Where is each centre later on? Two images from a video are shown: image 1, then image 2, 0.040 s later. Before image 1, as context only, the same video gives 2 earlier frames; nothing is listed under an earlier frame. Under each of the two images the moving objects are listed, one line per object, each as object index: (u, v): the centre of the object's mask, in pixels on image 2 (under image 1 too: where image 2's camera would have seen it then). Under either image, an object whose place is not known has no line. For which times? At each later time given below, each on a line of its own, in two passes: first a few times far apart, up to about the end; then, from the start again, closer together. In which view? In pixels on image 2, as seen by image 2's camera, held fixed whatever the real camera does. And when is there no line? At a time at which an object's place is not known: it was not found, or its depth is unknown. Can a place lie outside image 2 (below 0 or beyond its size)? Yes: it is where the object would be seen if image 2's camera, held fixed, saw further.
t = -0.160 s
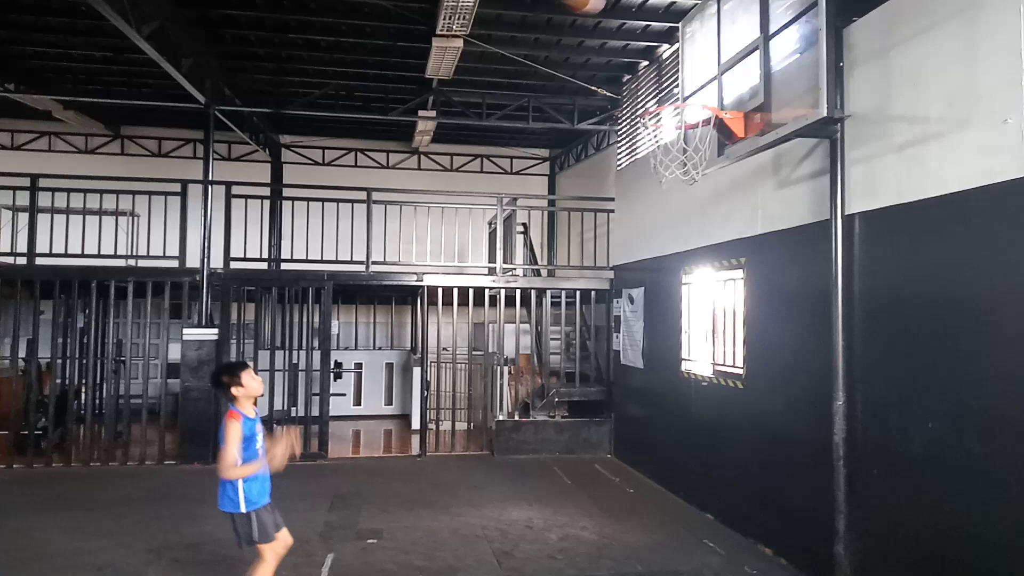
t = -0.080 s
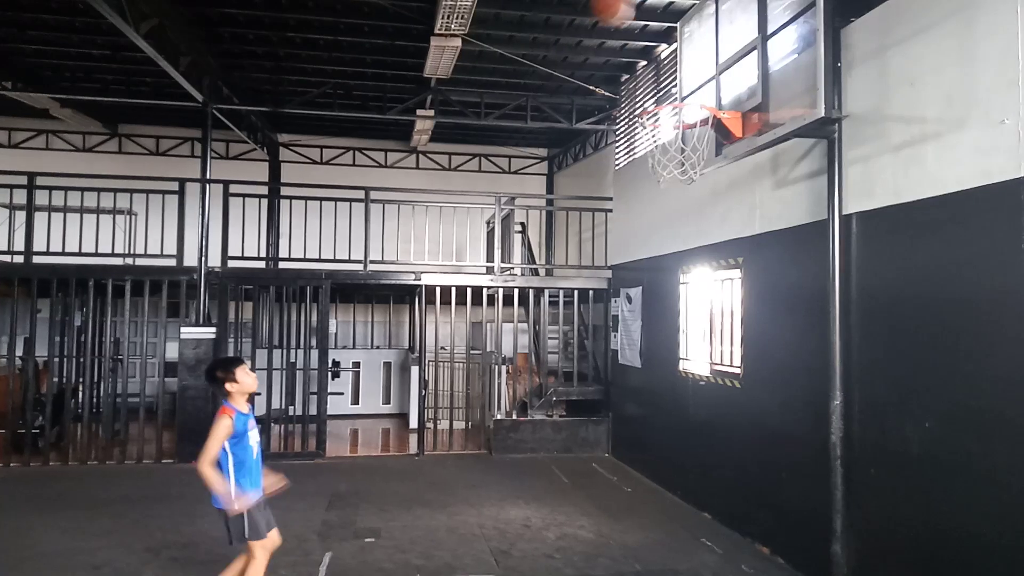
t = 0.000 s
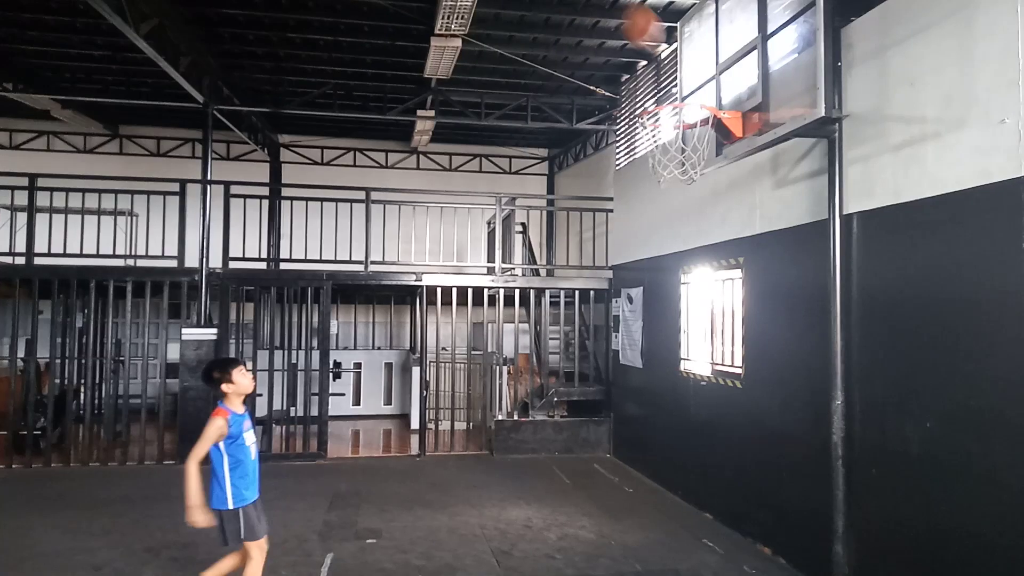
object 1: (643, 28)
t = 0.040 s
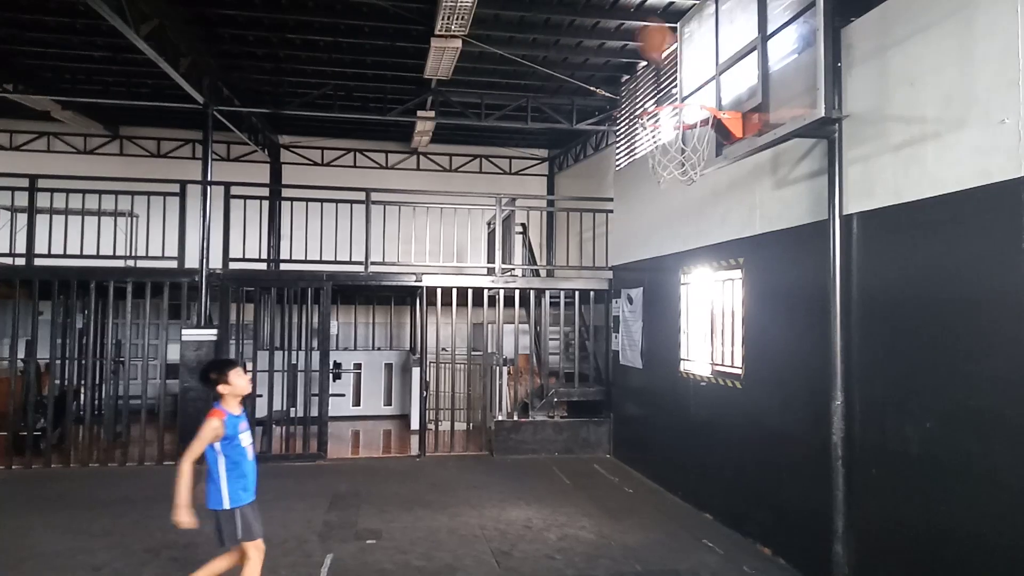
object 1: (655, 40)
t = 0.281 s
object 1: (696, 79)
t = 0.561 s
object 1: (647, 89)
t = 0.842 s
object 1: (600, 209)
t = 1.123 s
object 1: (552, 438)
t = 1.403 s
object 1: (541, 424)
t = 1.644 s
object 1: (550, 300)
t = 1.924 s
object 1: (564, 255)
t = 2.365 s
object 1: (577, 385)
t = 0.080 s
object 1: (668, 57)
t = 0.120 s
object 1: (685, 78)
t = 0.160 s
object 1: (703, 96)
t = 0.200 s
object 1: (707, 95)
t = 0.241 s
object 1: (705, 87)
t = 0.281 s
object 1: (696, 79)
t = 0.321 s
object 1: (690, 73)
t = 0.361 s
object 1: (682, 70)
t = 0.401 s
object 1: (674, 70)
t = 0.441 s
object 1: (667, 71)
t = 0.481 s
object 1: (662, 74)
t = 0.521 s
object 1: (655, 81)
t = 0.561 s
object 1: (647, 89)
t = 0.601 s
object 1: (641, 100)
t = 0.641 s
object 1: (633, 111)
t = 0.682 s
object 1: (625, 128)
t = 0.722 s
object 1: (618, 145)
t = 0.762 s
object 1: (610, 167)
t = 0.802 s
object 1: (606, 186)
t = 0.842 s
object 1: (600, 209)
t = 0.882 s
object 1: (593, 238)
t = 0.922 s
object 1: (587, 266)
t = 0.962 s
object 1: (580, 297)
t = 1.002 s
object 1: (574, 330)
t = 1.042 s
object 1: (566, 365)
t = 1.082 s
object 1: (559, 400)
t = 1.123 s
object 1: (552, 438)
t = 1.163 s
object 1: (546, 479)
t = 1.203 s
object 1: (539, 526)
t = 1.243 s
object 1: (535, 547)
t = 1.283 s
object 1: (537, 518)
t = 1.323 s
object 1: (538, 483)
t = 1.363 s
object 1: (539, 453)
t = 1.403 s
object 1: (541, 424)
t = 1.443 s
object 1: (542, 396)
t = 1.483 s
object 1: (543, 374)
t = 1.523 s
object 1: (545, 354)
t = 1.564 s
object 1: (547, 333)
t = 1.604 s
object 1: (548, 316)
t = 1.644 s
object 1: (550, 300)
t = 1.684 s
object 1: (551, 287)
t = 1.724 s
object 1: (553, 276)
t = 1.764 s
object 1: (555, 268)
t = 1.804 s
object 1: (556, 262)
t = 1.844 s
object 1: (559, 257)
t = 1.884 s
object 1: (560, 255)
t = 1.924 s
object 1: (564, 255)
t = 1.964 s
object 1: (566, 256)
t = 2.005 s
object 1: (565, 261)
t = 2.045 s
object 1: (566, 267)
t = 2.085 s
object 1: (568, 275)
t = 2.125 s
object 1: (570, 284)
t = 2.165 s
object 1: (573, 296)
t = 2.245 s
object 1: (574, 325)
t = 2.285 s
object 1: (576, 342)
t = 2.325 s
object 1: (577, 363)
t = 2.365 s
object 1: (577, 385)
